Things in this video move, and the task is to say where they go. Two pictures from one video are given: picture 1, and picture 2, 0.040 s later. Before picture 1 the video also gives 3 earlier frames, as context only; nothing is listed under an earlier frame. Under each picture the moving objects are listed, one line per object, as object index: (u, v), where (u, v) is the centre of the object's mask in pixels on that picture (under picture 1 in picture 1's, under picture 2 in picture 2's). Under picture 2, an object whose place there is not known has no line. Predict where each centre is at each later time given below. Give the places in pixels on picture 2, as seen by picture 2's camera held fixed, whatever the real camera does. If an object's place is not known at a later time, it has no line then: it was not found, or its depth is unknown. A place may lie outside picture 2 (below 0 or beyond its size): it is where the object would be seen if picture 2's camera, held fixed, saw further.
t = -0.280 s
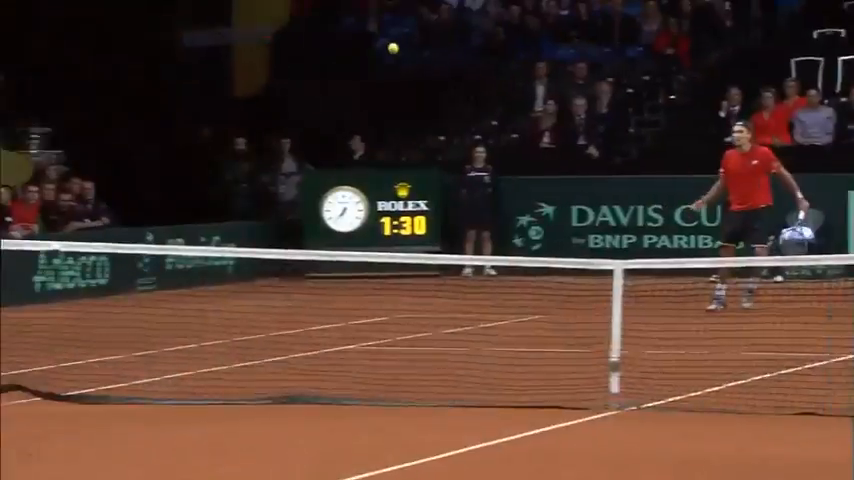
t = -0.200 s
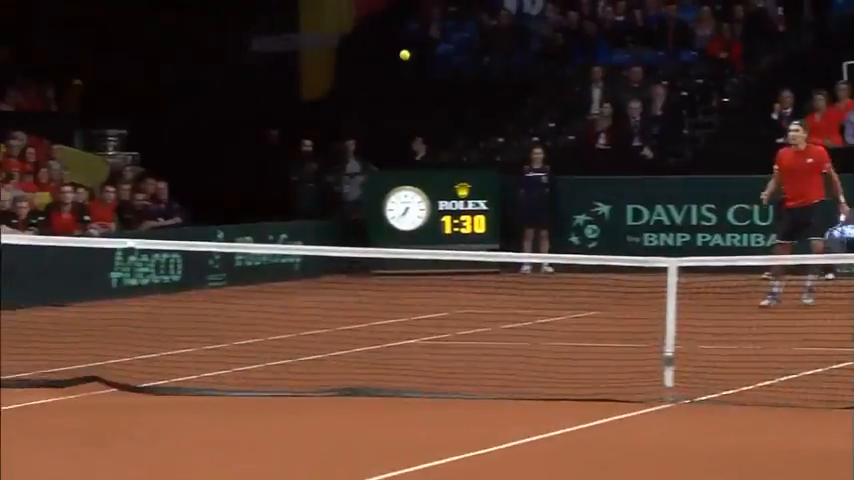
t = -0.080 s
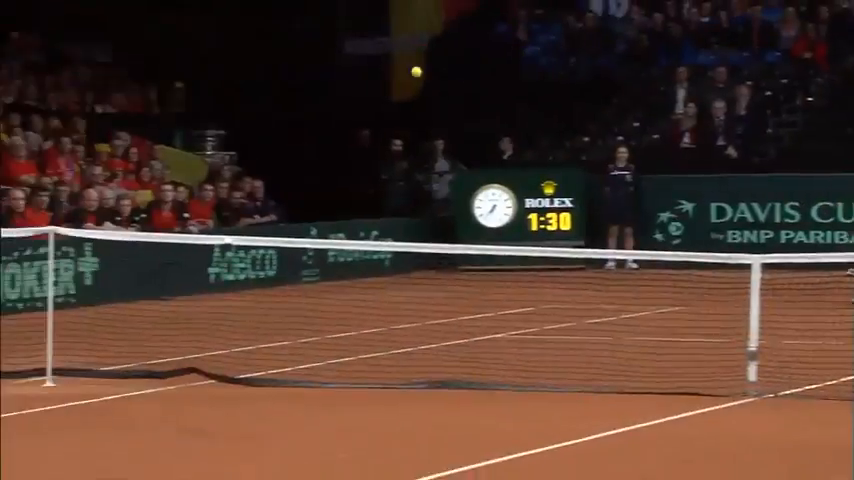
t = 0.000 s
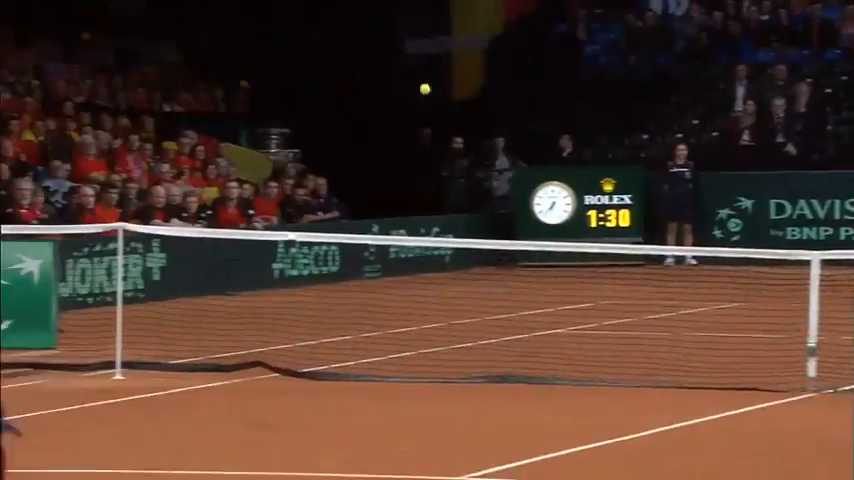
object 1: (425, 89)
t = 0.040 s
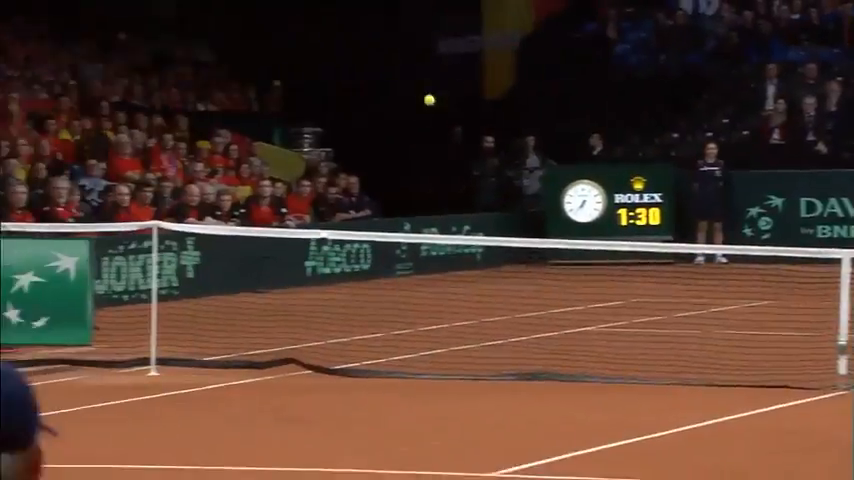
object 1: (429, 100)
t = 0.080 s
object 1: (403, 115)
